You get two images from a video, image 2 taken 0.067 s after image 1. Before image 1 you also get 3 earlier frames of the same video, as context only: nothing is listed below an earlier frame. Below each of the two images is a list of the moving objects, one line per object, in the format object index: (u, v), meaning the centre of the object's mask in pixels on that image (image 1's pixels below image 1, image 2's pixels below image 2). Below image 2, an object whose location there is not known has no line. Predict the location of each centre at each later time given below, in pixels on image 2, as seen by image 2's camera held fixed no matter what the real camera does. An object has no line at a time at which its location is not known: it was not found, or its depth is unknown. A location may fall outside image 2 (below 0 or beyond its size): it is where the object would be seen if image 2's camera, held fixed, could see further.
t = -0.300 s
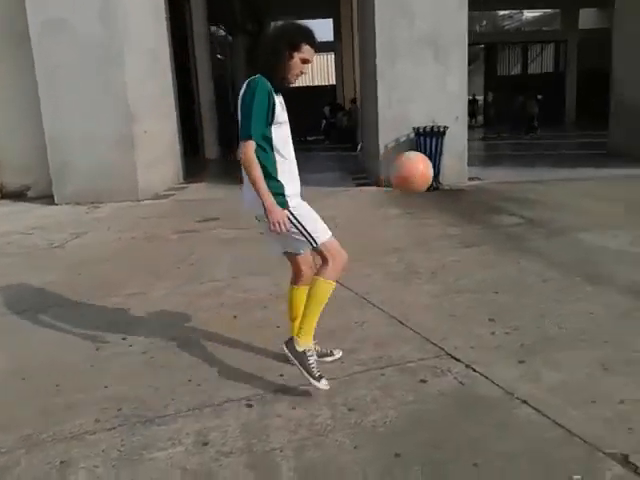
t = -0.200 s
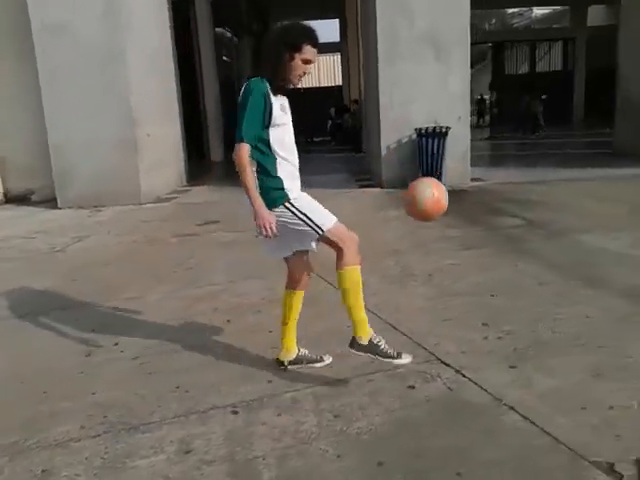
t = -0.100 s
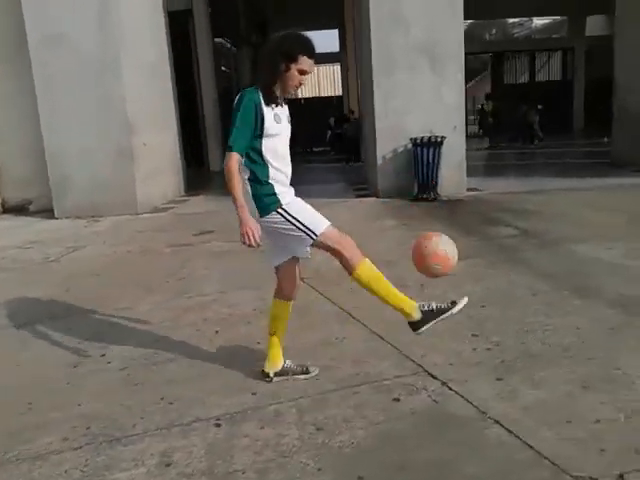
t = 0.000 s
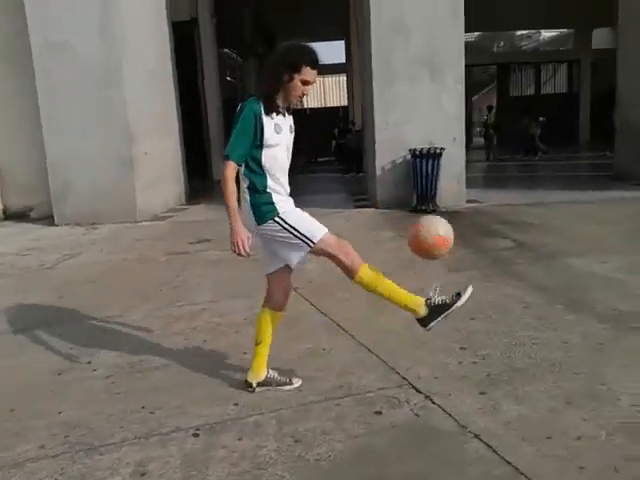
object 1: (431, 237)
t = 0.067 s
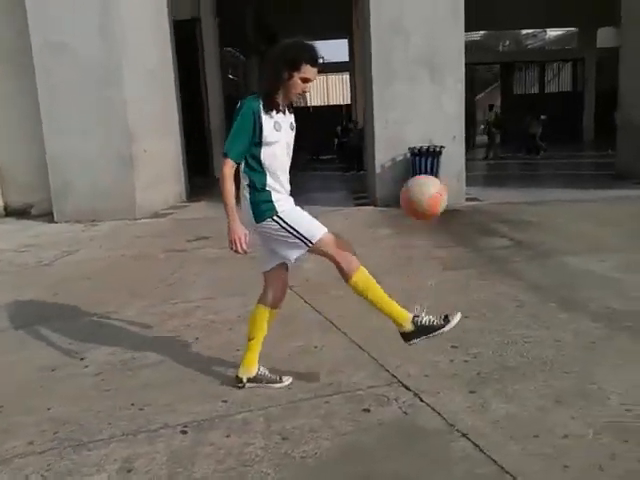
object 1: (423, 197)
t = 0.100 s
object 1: (418, 167)
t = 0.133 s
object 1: (415, 155)
